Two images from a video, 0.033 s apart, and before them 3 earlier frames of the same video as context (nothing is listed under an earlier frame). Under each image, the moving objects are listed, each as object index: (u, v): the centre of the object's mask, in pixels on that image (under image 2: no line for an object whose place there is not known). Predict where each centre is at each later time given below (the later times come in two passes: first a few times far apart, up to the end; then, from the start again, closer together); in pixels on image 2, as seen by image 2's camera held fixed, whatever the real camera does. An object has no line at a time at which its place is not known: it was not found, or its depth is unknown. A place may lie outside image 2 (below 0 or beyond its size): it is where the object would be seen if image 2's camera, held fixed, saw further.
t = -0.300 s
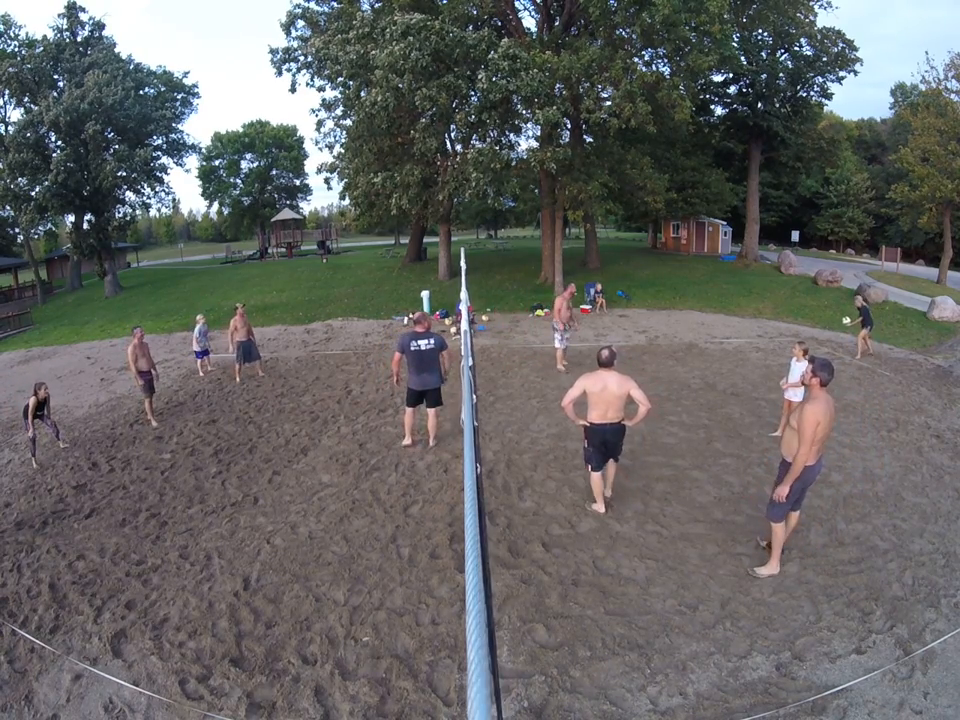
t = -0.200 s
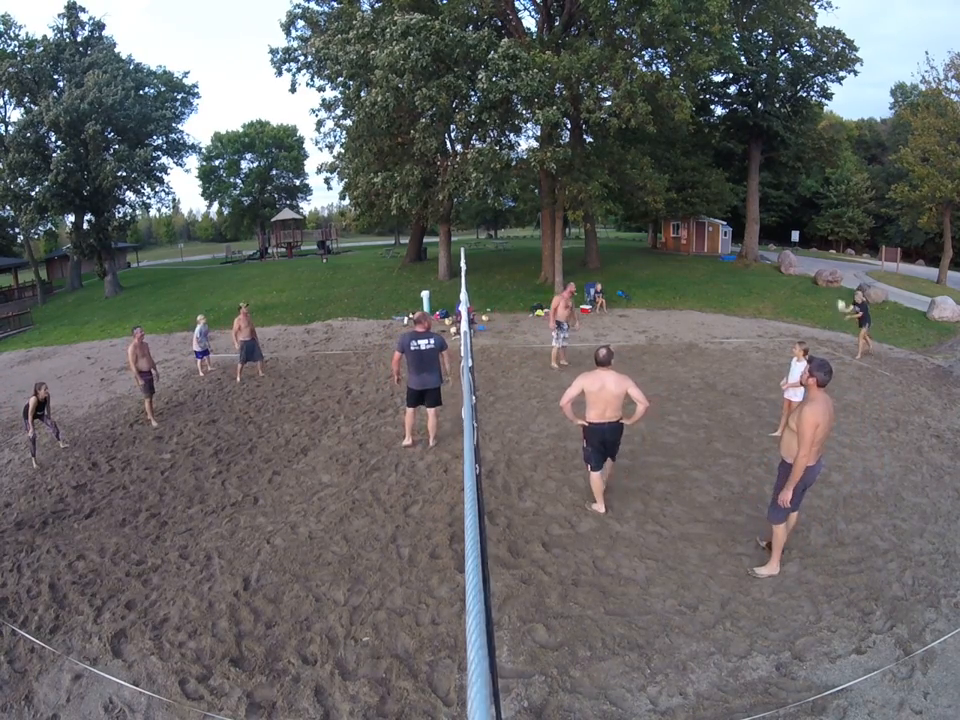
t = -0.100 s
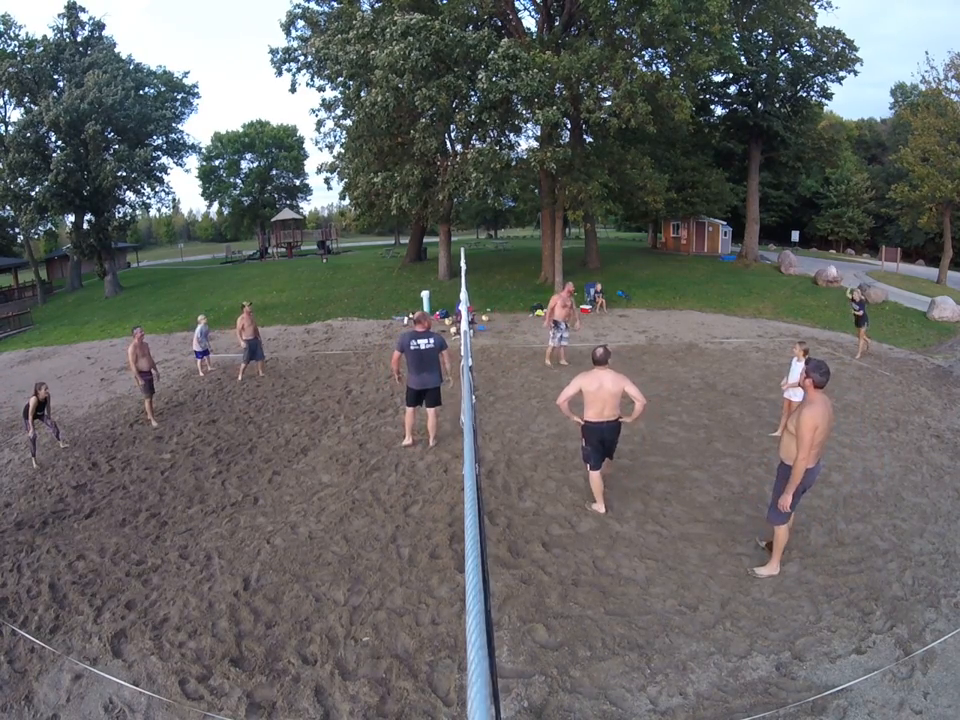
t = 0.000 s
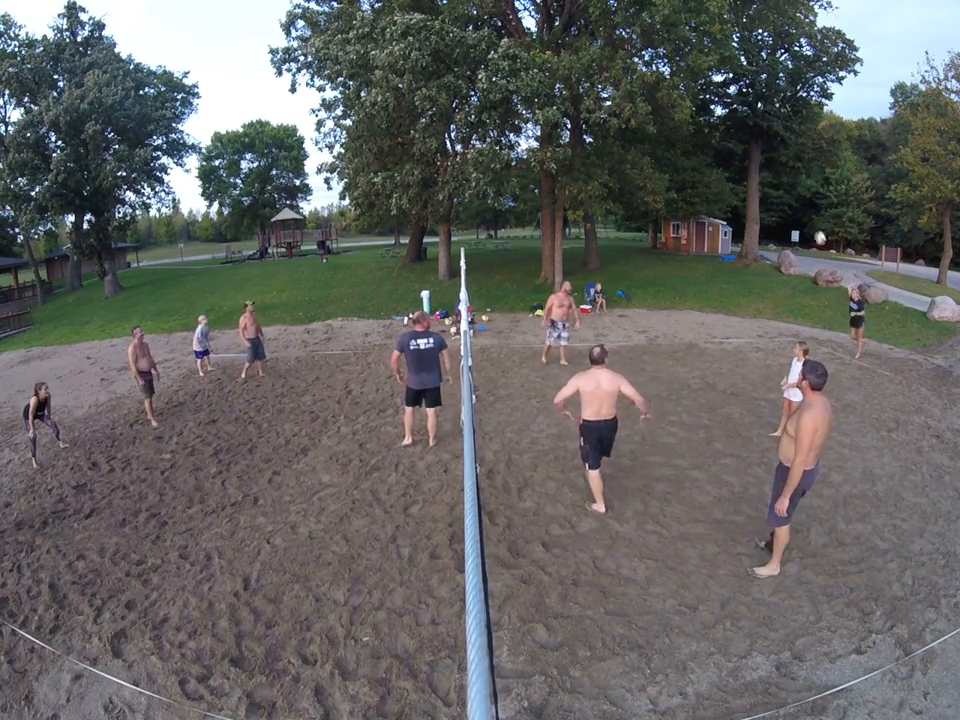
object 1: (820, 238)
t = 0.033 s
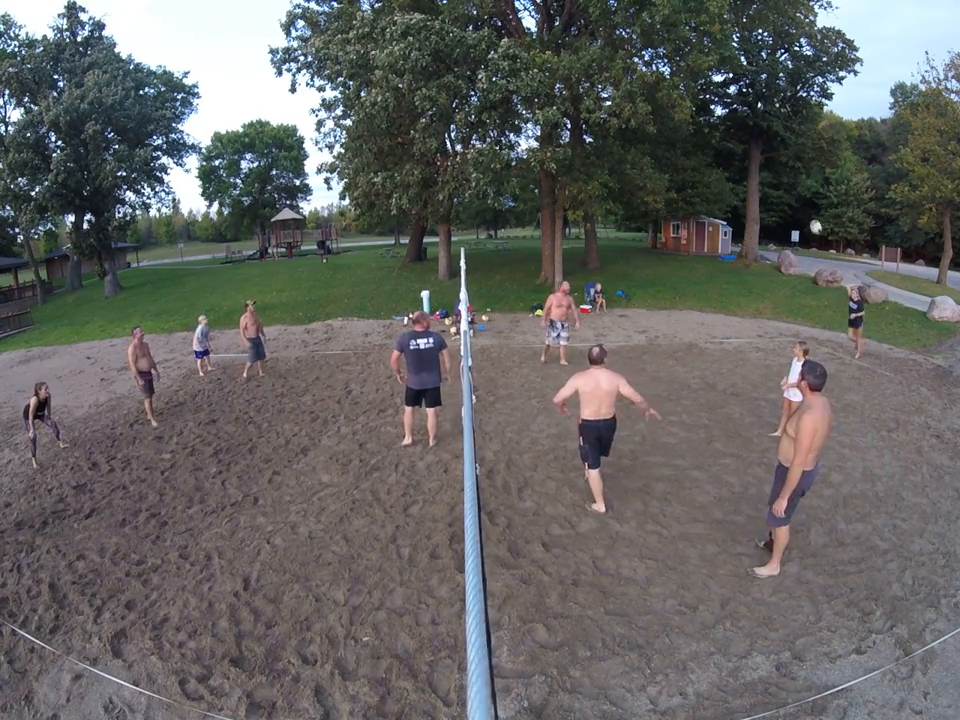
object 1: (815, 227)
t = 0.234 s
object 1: (782, 165)
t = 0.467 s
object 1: (727, 107)
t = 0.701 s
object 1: (646, 73)
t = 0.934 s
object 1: (527, 84)
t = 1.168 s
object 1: (367, 179)
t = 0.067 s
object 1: (811, 216)
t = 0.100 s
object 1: (806, 205)
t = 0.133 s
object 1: (800, 195)
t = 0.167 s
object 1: (795, 185)
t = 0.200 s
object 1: (789, 175)
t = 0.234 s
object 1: (782, 165)
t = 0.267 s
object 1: (775, 156)
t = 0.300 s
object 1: (768, 147)
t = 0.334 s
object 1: (761, 138)
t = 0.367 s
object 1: (753, 130)
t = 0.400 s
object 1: (744, 121)
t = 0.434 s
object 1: (736, 113)
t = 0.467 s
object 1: (727, 107)
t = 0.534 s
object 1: (706, 93)
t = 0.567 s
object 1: (695, 88)
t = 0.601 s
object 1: (684, 82)
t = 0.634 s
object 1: (672, 79)
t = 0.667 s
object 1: (659, 75)
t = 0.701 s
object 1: (646, 73)
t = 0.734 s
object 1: (630, 70)
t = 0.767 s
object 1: (616, 70)
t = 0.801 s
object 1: (600, 71)
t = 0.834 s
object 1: (584, 72)
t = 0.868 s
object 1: (566, 74)
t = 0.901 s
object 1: (546, 78)
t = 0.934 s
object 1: (527, 84)
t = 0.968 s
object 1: (506, 91)
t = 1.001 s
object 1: (486, 100)
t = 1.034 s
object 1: (464, 111)
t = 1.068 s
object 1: (439, 125)
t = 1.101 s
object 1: (415, 140)
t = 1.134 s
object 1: (391, 158)
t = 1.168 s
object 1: (367, 179)
